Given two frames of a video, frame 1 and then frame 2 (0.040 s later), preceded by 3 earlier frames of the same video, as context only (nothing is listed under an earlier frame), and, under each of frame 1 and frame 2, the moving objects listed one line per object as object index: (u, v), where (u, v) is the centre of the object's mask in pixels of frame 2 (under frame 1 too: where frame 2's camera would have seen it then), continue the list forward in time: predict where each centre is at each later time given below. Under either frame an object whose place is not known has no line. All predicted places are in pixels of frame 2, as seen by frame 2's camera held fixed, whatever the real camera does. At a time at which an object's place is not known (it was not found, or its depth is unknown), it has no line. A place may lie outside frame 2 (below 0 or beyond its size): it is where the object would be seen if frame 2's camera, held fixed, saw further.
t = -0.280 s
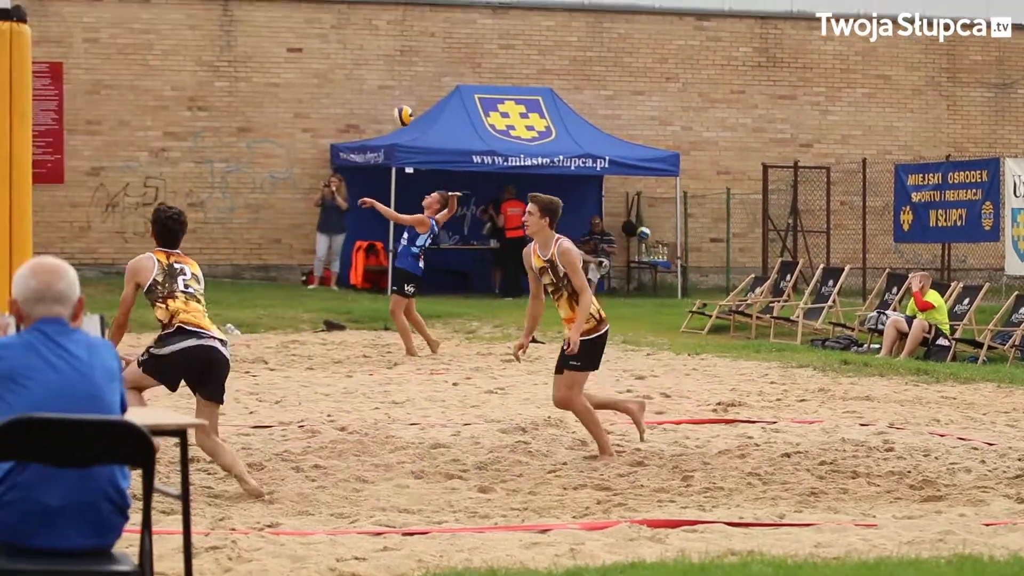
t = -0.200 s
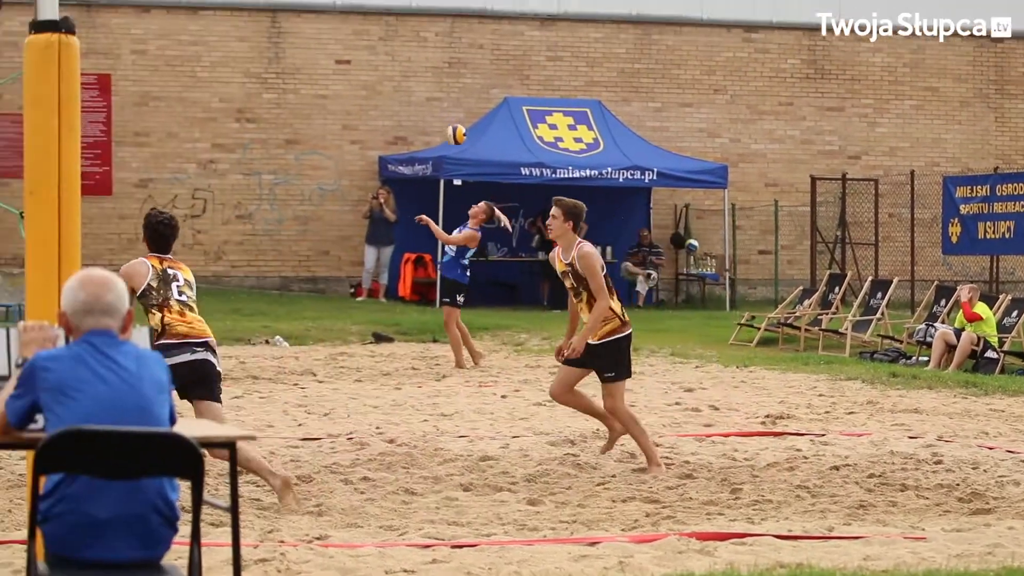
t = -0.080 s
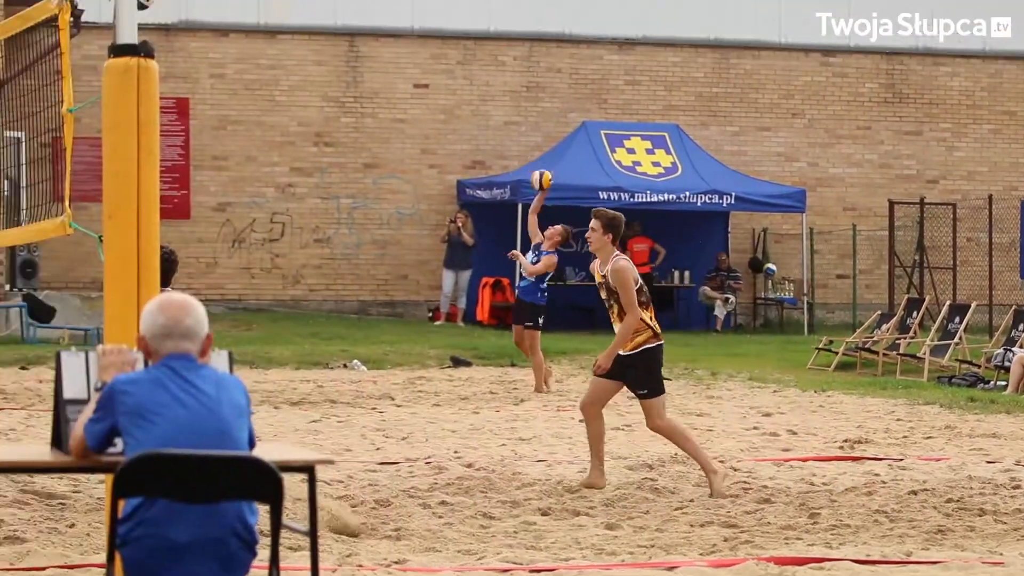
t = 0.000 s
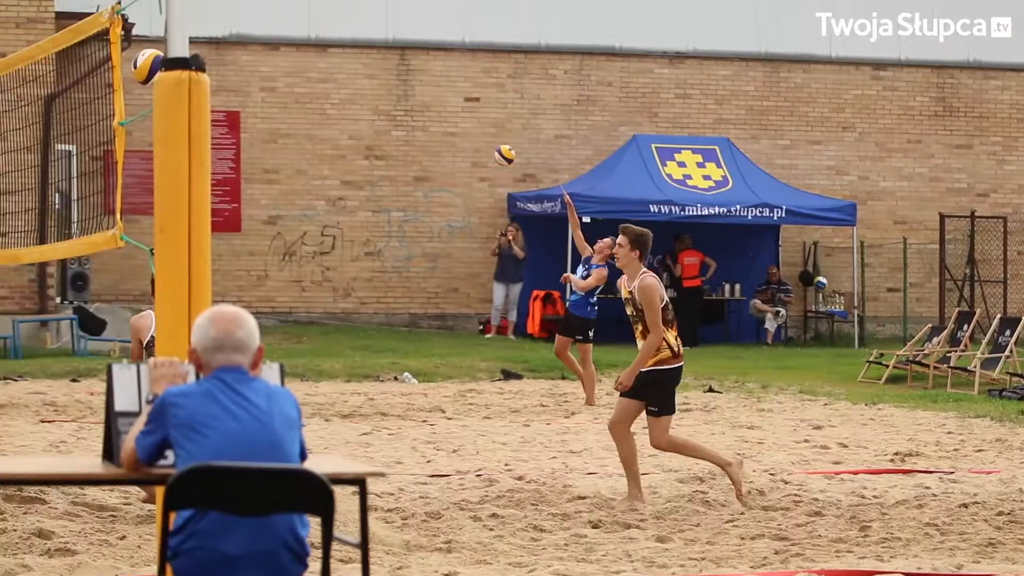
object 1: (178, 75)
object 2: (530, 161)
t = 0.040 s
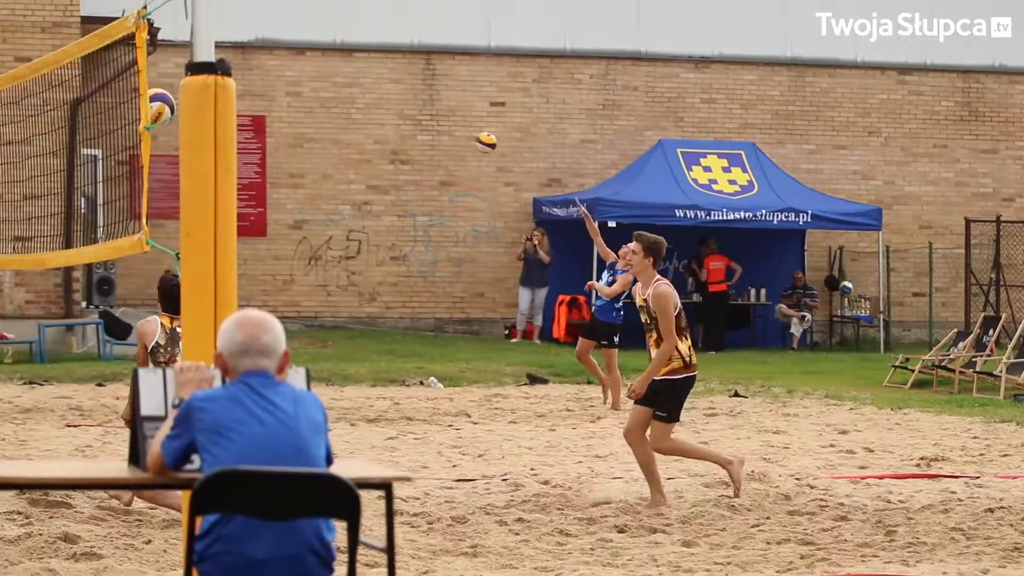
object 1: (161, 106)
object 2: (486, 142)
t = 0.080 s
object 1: (124, 143)
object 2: (441, 125)
